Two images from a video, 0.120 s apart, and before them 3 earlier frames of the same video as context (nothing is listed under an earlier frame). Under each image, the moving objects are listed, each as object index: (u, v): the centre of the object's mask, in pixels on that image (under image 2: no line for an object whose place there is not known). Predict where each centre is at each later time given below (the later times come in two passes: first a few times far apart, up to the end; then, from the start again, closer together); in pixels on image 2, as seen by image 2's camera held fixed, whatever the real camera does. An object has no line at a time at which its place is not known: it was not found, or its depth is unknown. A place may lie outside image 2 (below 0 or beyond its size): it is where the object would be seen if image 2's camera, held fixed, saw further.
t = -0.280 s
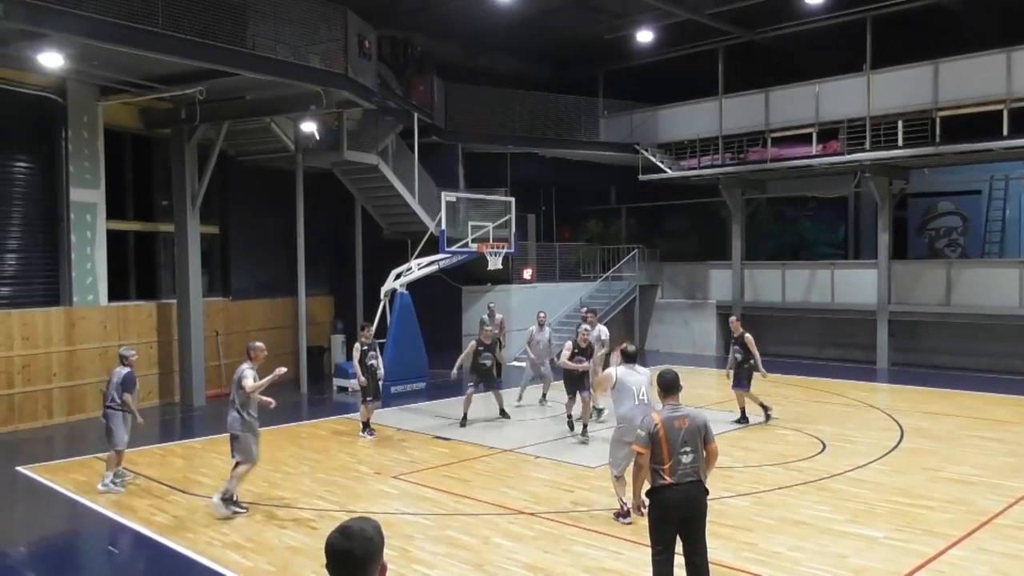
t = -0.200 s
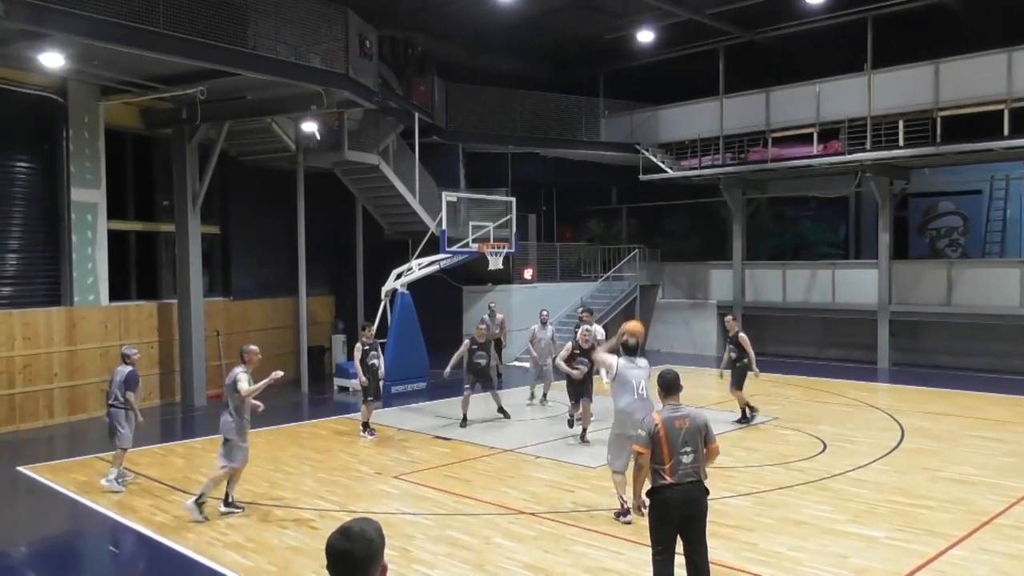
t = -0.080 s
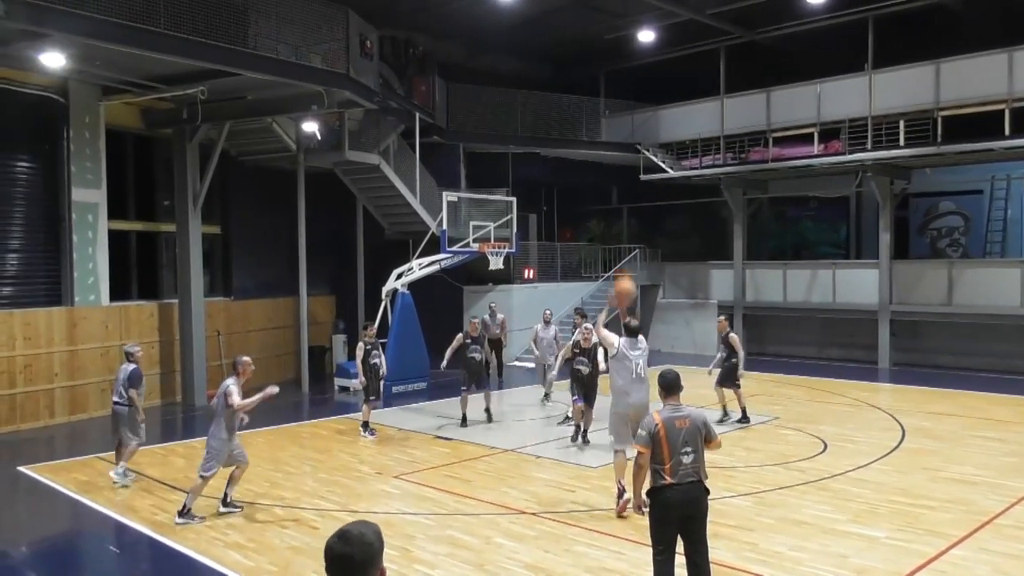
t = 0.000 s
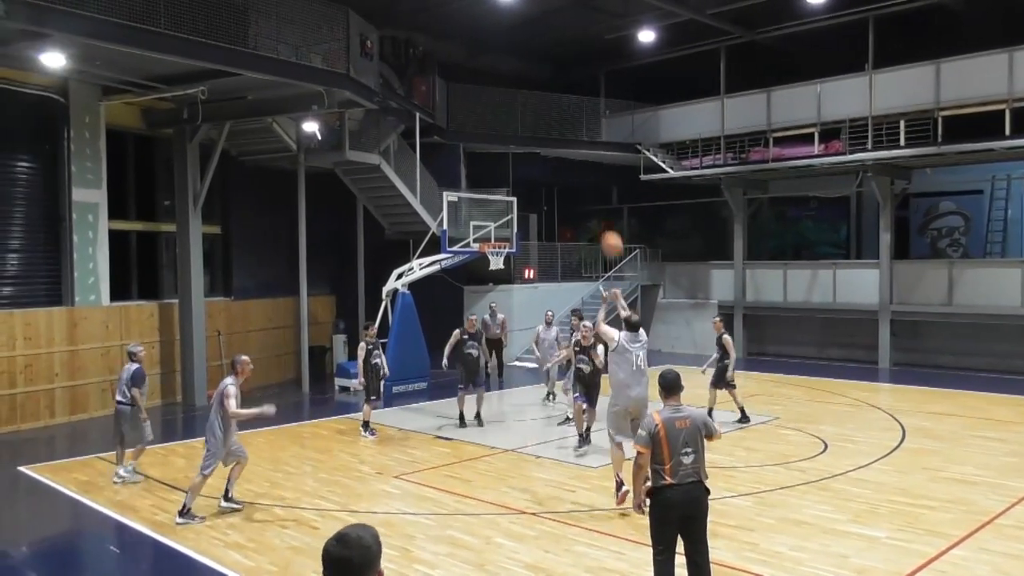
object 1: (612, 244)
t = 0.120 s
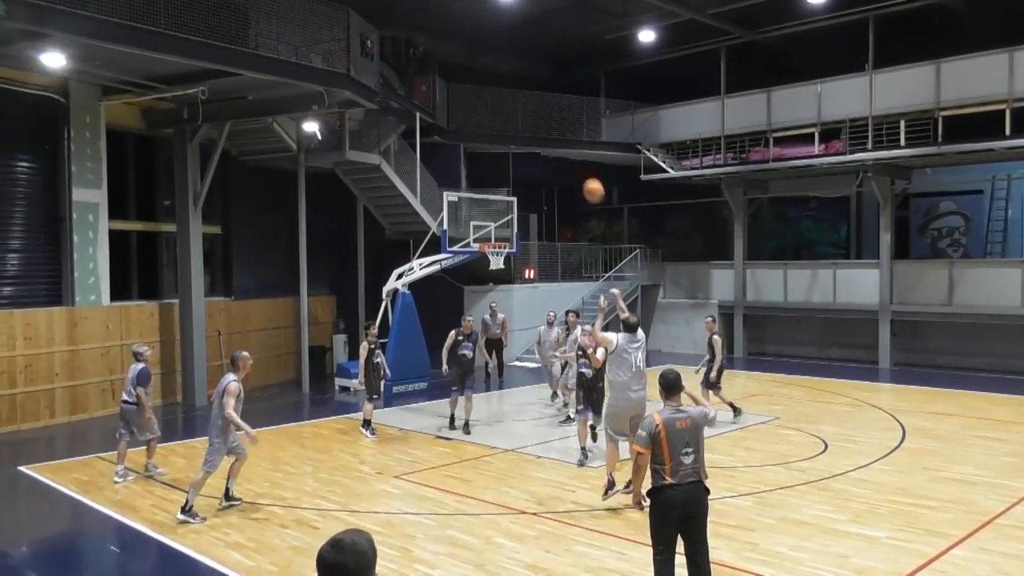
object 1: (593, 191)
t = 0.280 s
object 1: (572, 144)
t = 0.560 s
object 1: (544, 119)
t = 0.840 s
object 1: (522, 145)
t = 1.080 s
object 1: (507, 197)
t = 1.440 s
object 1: (494, 259)
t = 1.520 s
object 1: (493, 263)
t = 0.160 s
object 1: (588, 177)
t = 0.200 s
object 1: (582, 165)
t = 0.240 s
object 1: (578, 154)
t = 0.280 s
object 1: (572, 144)
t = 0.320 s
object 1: (568, 137)
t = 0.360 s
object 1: (563, 131)
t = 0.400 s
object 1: (559, 126)
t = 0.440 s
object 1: (555, 123)
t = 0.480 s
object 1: (551, 120)
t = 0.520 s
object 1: (547, 119)
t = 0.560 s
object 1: (544, 119)
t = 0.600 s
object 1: (540, 120)
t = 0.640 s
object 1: (537, 122)
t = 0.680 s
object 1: (534, 125)
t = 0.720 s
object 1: (530, 128)
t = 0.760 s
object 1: (527, 133)
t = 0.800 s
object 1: (525, 139)
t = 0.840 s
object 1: (522, 145)
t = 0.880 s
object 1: (519, 152)
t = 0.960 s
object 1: (514, 168)
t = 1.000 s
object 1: (512, 177)
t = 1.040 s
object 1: (509, 187)
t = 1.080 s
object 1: (507, 197)
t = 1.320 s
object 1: (495, 257)
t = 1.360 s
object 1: (495, 257)
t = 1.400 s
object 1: (494, 258)
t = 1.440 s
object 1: (494, 259)
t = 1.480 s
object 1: (494, 260)
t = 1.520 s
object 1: (493, 263)
